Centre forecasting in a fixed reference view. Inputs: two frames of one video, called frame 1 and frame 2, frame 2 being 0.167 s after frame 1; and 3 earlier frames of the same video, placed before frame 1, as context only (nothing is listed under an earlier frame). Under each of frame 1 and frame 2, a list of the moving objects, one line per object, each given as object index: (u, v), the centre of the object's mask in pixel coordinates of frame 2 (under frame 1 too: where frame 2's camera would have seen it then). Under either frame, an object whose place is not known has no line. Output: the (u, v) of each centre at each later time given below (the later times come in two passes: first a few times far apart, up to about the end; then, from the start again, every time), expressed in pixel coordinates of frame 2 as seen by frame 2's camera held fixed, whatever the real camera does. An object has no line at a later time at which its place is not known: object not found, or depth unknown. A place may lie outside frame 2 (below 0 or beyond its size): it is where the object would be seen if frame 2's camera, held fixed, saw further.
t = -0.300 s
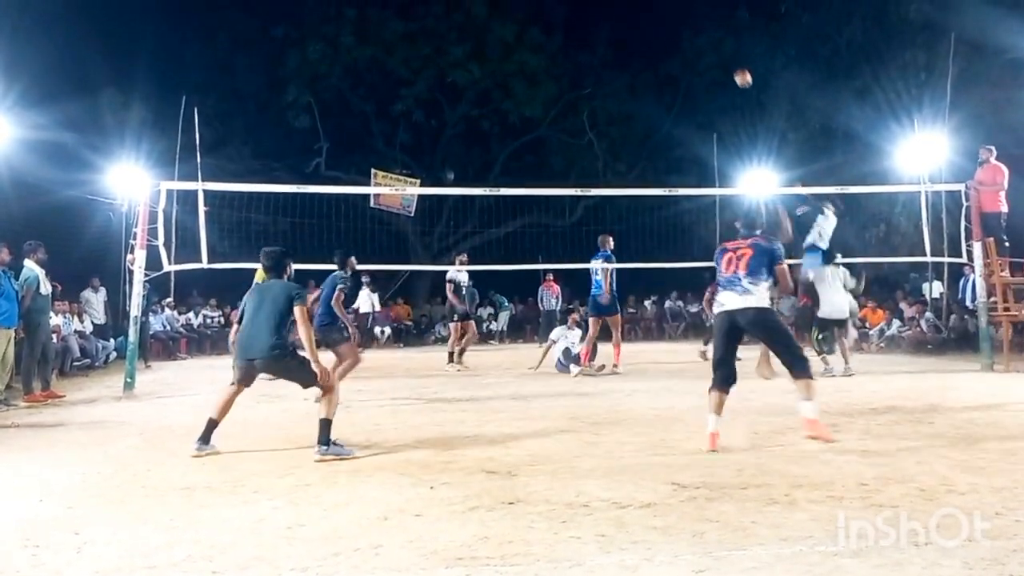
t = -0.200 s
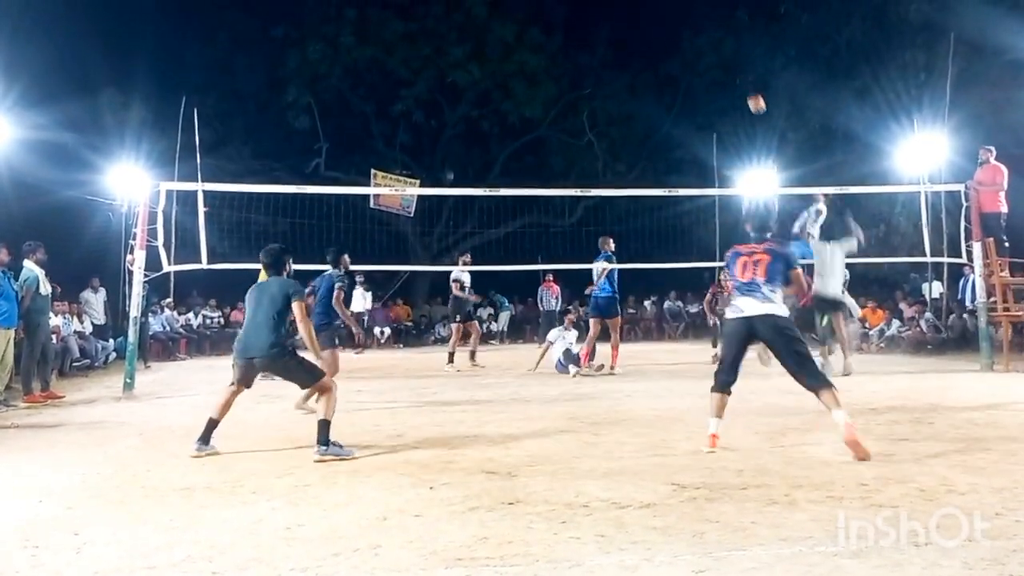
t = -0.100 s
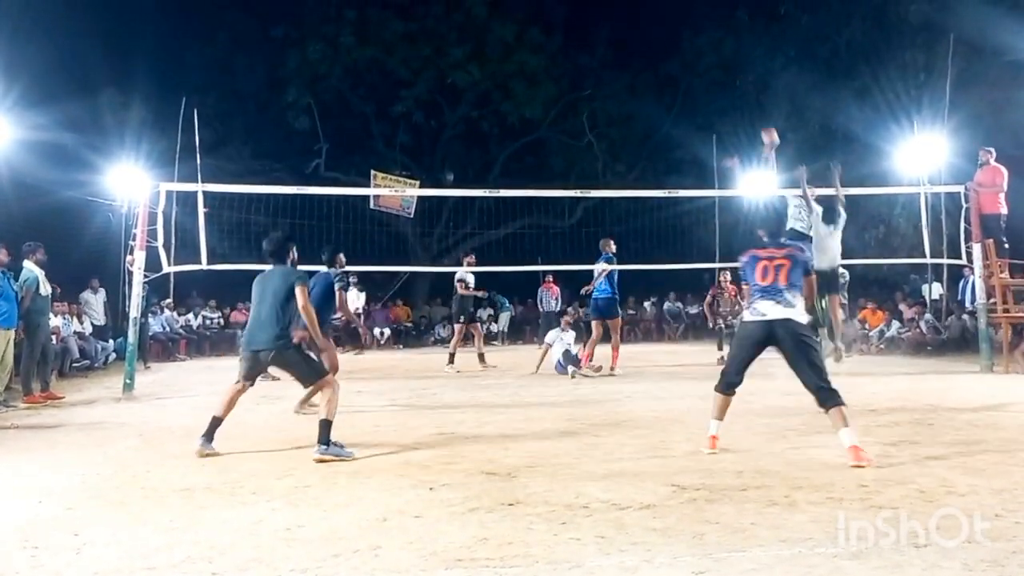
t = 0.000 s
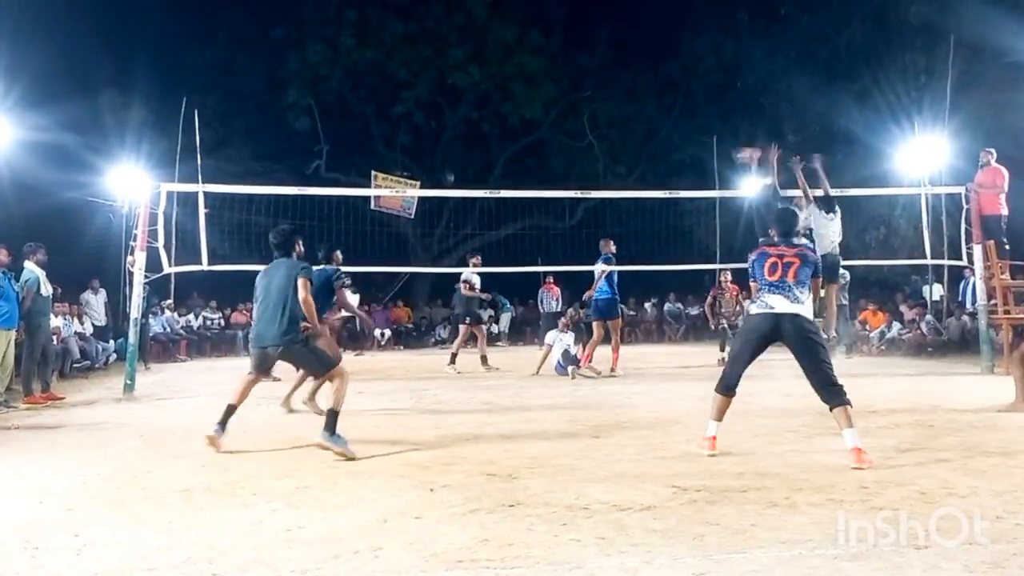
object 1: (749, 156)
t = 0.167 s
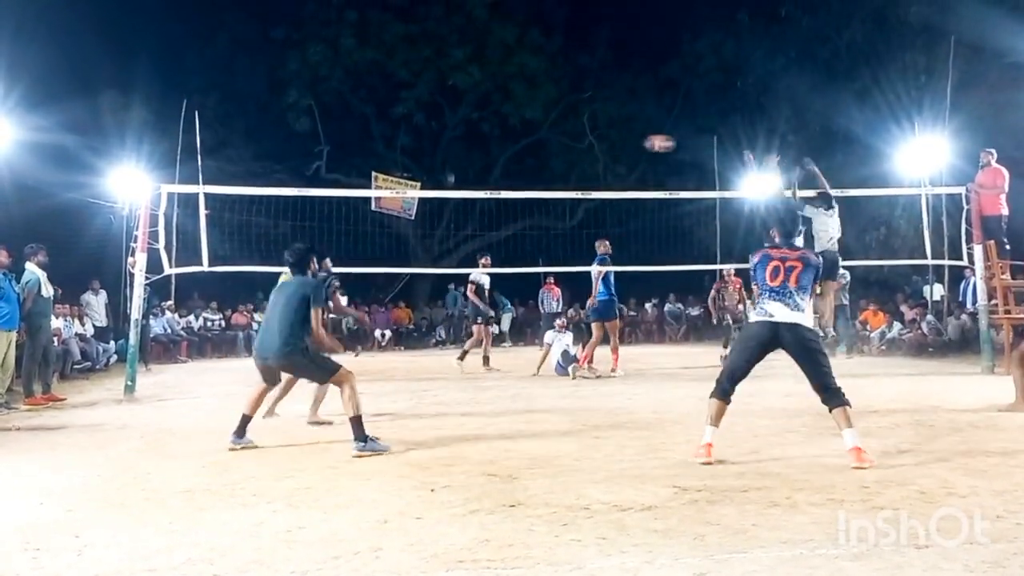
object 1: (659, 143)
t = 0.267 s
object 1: (604, 147)
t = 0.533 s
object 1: (446, 210)
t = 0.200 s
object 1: (641, 144)
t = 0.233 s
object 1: (623, 144)
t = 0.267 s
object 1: (604, 147)
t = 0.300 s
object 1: (585, 150)
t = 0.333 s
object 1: (566, 154)
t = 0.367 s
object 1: (547, 161)
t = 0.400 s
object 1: (527, 167)
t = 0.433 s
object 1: (508, 176)
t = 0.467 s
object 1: (490, 182)
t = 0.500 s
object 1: (468, 197)
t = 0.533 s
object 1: (446, 210)
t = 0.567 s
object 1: (426, 224)
